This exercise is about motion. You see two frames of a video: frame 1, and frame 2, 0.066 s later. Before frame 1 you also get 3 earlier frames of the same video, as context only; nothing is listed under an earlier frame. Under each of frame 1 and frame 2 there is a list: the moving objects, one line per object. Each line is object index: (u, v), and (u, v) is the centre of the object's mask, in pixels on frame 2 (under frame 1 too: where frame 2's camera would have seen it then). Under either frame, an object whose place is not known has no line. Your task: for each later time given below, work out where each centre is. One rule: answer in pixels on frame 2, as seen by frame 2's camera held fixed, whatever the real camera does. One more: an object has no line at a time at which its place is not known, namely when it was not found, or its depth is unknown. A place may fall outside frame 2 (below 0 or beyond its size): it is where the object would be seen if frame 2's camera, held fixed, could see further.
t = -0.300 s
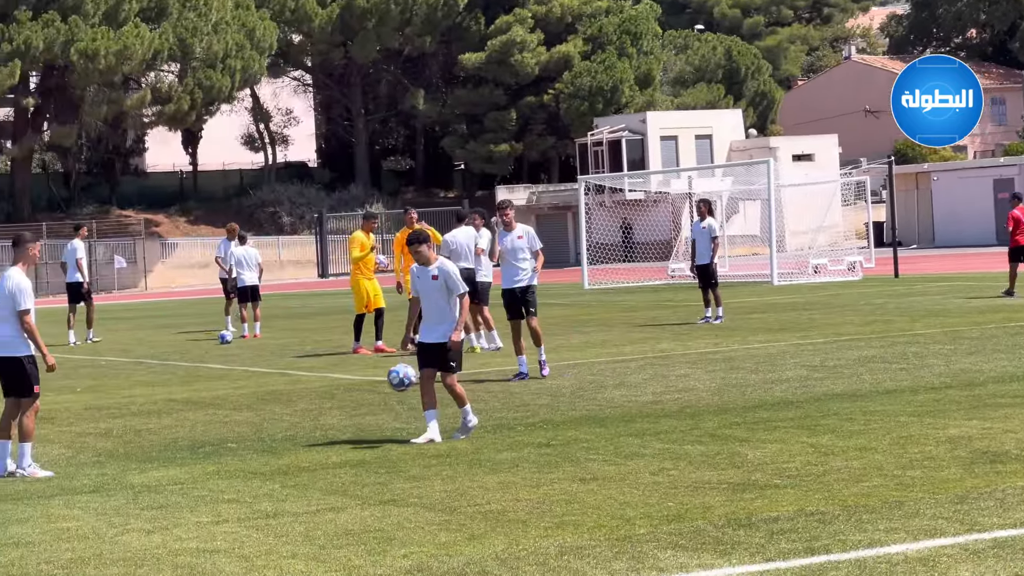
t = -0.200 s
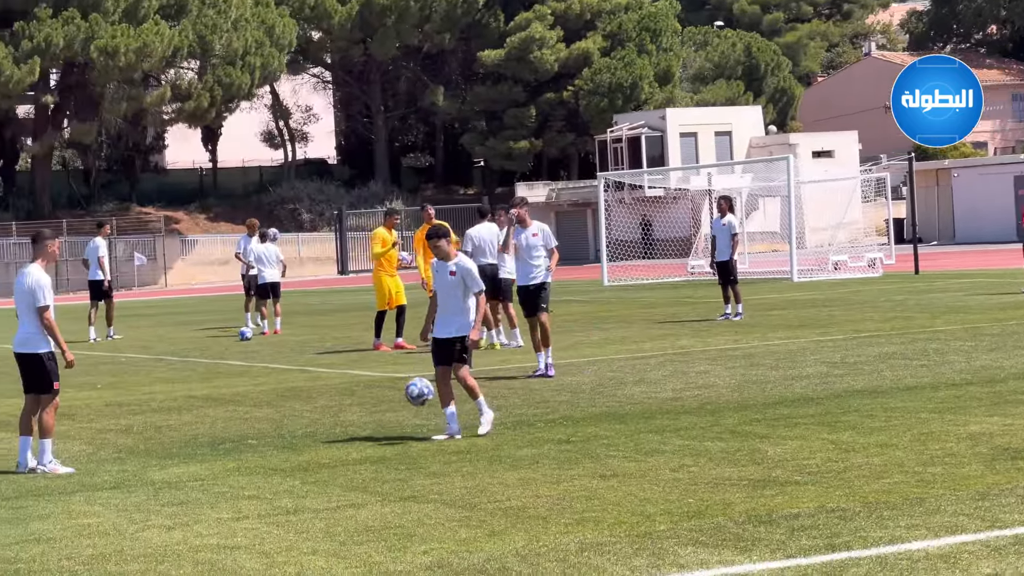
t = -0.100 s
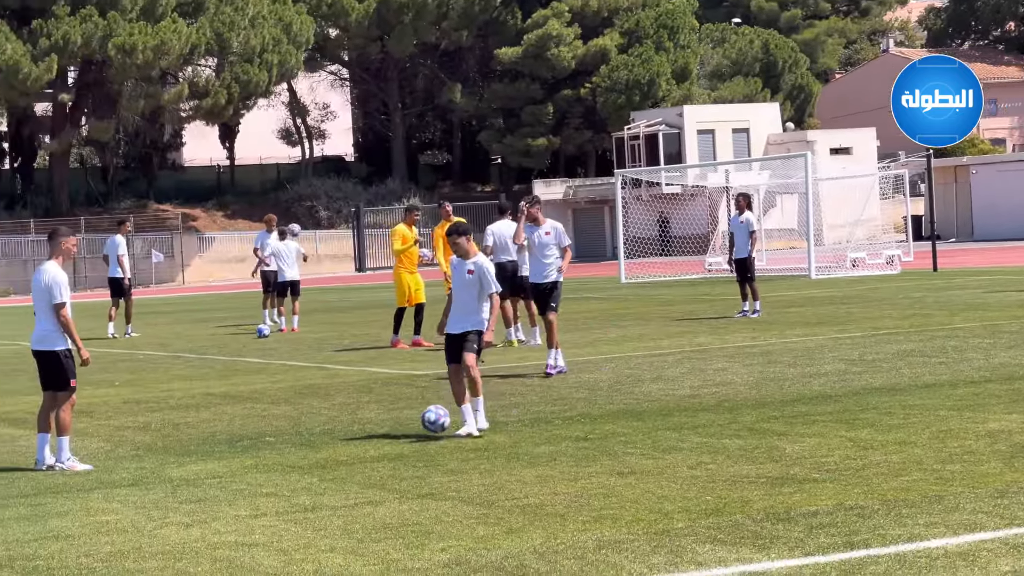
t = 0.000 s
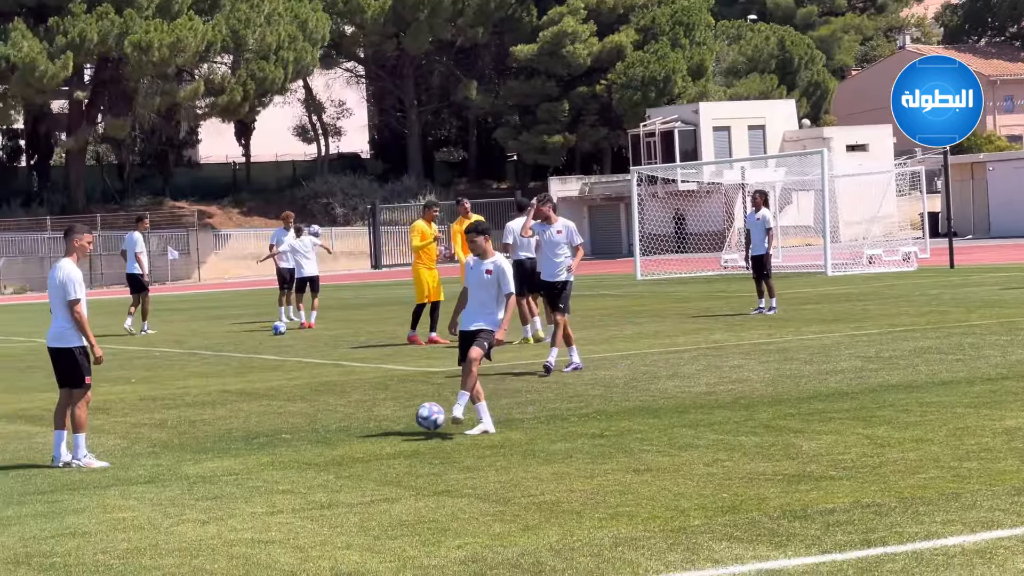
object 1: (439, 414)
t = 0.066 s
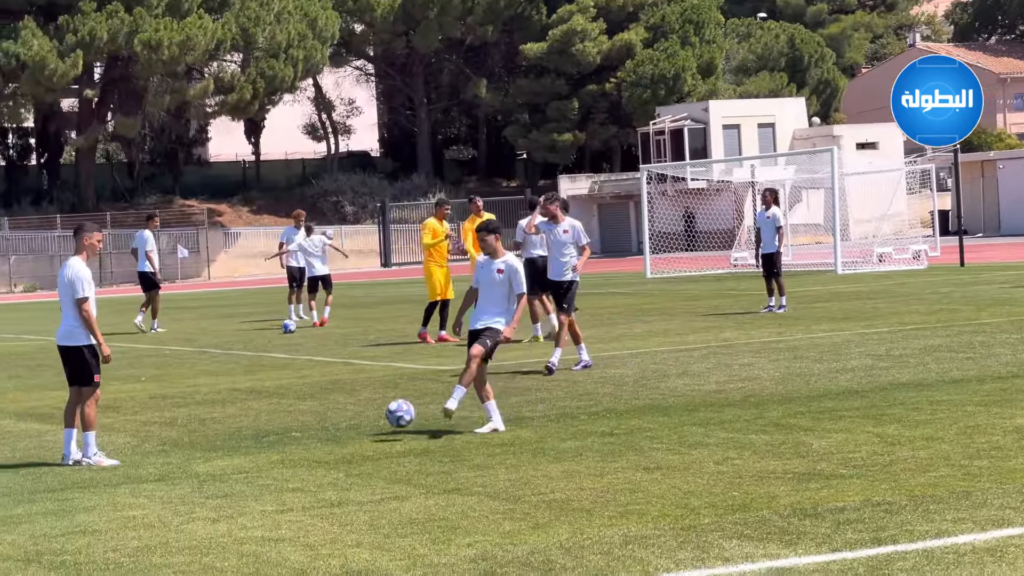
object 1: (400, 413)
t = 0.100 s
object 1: (381, 415)
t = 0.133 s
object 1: (361, 418)
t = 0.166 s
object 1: (343, 422)
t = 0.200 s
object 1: (323, 428)
